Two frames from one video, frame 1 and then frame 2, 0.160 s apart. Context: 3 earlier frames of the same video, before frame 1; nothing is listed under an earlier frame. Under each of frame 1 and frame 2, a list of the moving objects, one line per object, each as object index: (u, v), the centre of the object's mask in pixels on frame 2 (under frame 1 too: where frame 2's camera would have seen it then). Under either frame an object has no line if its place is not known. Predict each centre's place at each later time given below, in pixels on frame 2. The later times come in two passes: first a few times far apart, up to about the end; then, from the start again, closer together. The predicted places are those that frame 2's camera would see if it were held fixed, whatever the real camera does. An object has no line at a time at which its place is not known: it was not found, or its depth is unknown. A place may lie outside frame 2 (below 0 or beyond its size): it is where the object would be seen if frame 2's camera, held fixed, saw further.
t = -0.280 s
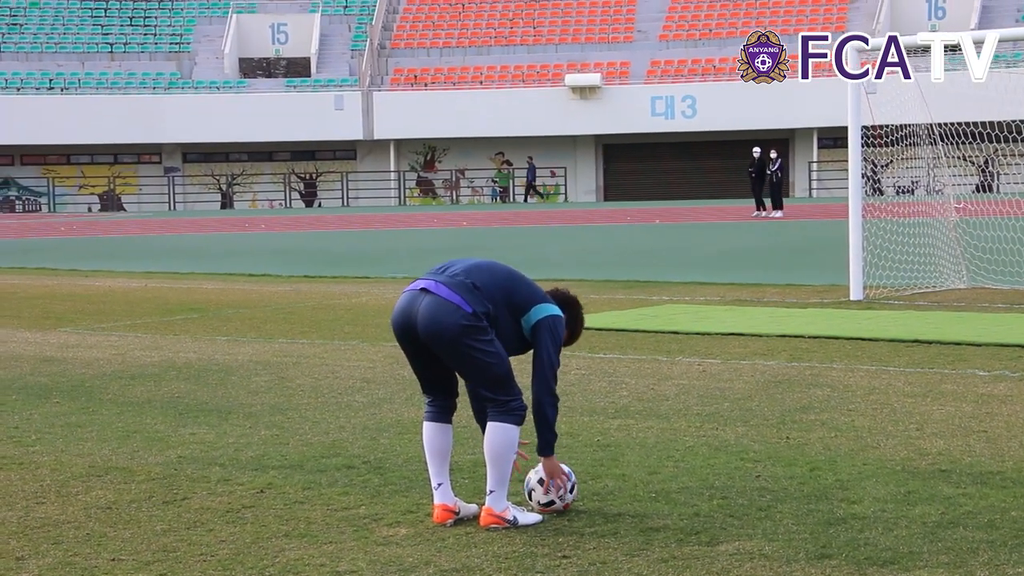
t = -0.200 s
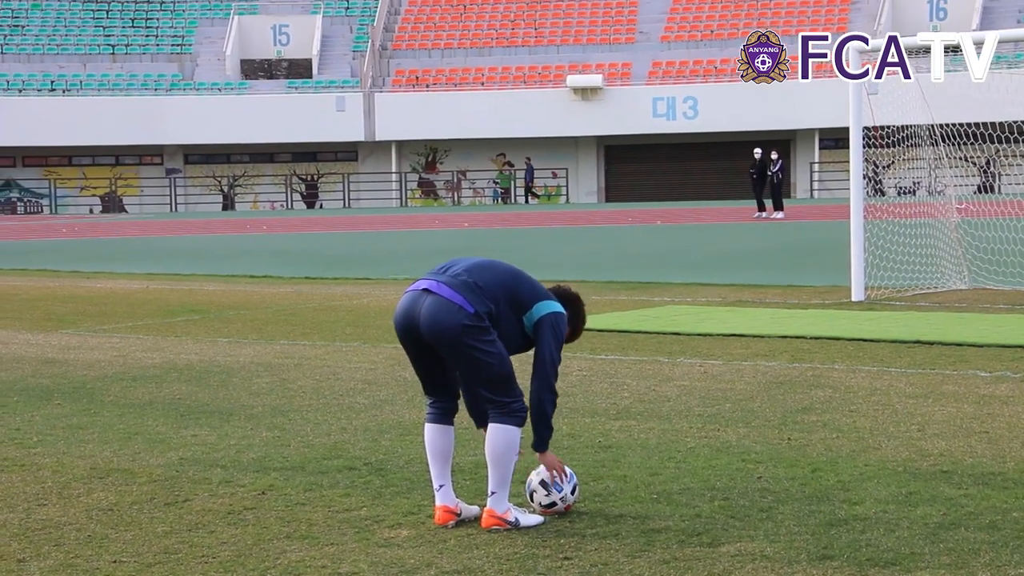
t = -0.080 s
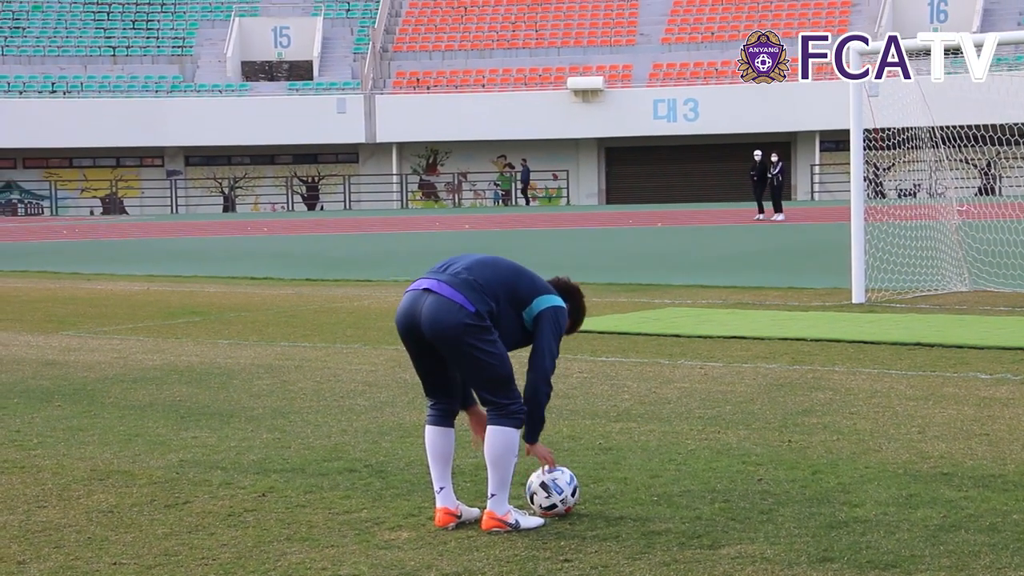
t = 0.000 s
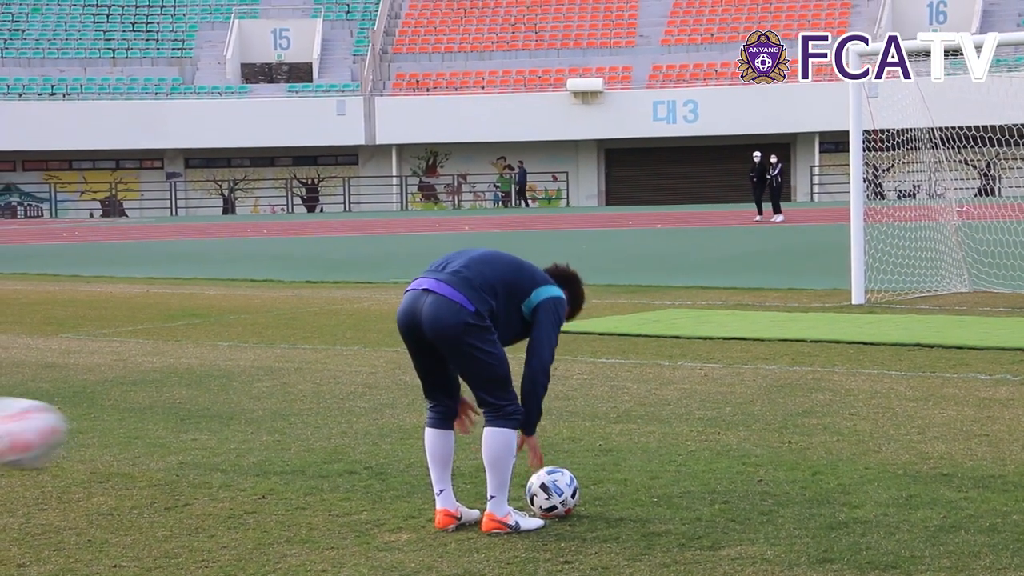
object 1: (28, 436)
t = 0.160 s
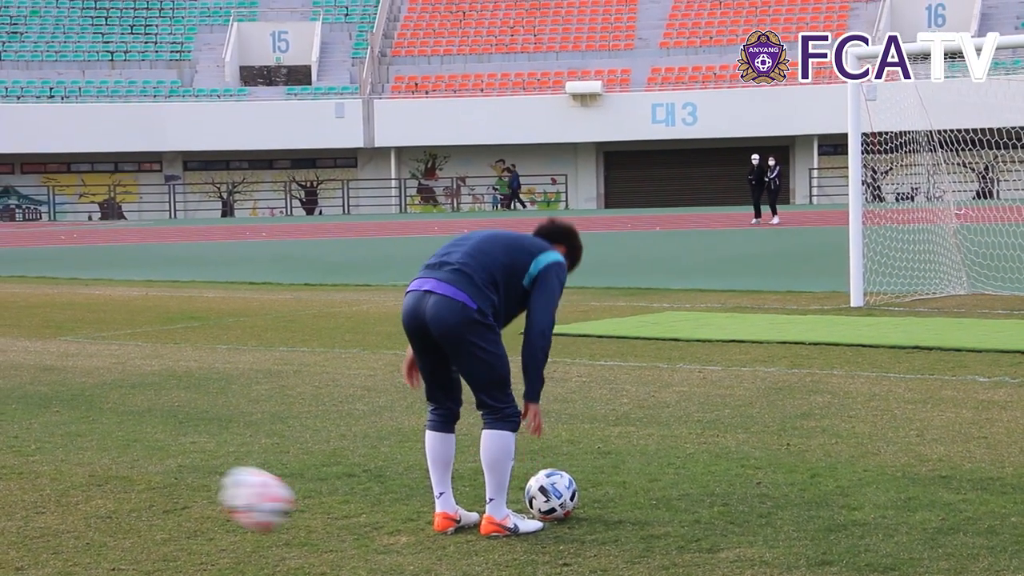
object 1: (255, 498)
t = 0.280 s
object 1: (356, 477)
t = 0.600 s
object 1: (523, 394)
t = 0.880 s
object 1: (608, 395)
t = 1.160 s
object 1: (689, 383)
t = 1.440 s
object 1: (749, 366)
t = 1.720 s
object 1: (799, 347)
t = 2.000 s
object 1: (840, 331)
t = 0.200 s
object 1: (303, 523)
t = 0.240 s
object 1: (335, 507)
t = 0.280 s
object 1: (356, 477)
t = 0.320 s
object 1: (378, 453)
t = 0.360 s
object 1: (399, 432)
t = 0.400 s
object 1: (419, 416)
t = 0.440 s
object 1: (432, 405)
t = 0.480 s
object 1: (442, 398)
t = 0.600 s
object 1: (523, 394)
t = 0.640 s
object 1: (530, 401)
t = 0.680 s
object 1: (539, 411)
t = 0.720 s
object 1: (552, 423)
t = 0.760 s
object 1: (567, 432)
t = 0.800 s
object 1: (581, 416)
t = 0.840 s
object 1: (596, 403)
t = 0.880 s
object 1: (608, 395)
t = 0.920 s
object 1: (621, 389)
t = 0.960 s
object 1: (633, 387)
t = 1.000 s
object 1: (646, 387)
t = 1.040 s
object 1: (657, 390)
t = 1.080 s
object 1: (668, 395)
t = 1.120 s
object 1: (679, 390)
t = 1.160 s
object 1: (689, 383)
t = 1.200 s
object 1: (698, 381)
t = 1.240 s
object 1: (708, 381)
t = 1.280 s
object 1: (716, 377)
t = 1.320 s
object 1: (725, 371)
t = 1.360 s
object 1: (733, 369)
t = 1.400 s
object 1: (741, 368)
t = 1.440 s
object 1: (749, 366)
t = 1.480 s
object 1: (757, 362)
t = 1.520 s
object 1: (764, 360)
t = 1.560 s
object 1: (771, 358)
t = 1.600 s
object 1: (778, 355)
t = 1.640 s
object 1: (786, 353)
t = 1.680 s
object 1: (793, 351)
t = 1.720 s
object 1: (799, 347)
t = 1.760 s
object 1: (806, 345)
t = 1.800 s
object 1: (812, 344)
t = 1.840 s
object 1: (819, 341)
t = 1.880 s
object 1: (825, 338)
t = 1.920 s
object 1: (830, 337)
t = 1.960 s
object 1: (836, 334)
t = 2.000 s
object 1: (840, 331)
